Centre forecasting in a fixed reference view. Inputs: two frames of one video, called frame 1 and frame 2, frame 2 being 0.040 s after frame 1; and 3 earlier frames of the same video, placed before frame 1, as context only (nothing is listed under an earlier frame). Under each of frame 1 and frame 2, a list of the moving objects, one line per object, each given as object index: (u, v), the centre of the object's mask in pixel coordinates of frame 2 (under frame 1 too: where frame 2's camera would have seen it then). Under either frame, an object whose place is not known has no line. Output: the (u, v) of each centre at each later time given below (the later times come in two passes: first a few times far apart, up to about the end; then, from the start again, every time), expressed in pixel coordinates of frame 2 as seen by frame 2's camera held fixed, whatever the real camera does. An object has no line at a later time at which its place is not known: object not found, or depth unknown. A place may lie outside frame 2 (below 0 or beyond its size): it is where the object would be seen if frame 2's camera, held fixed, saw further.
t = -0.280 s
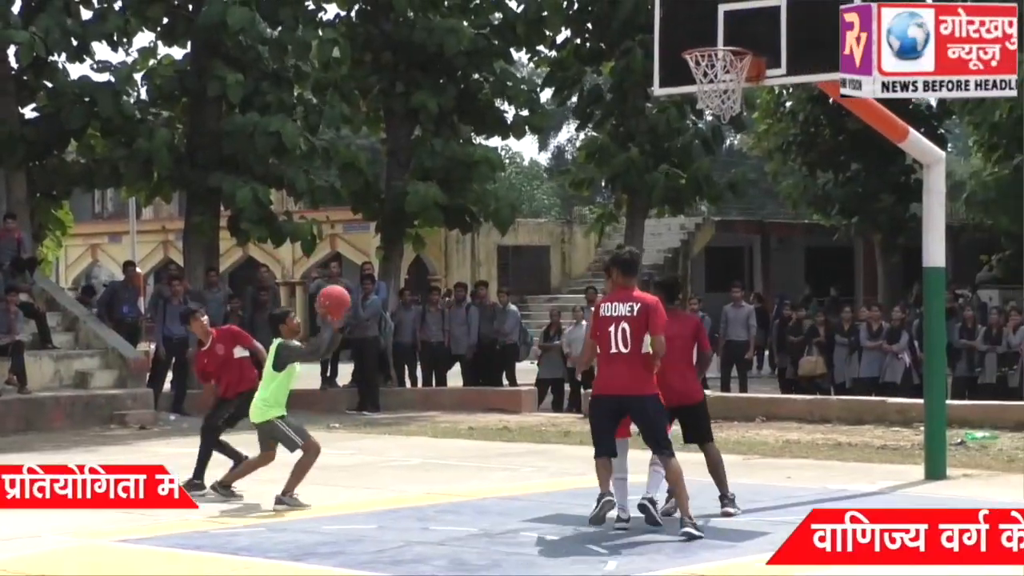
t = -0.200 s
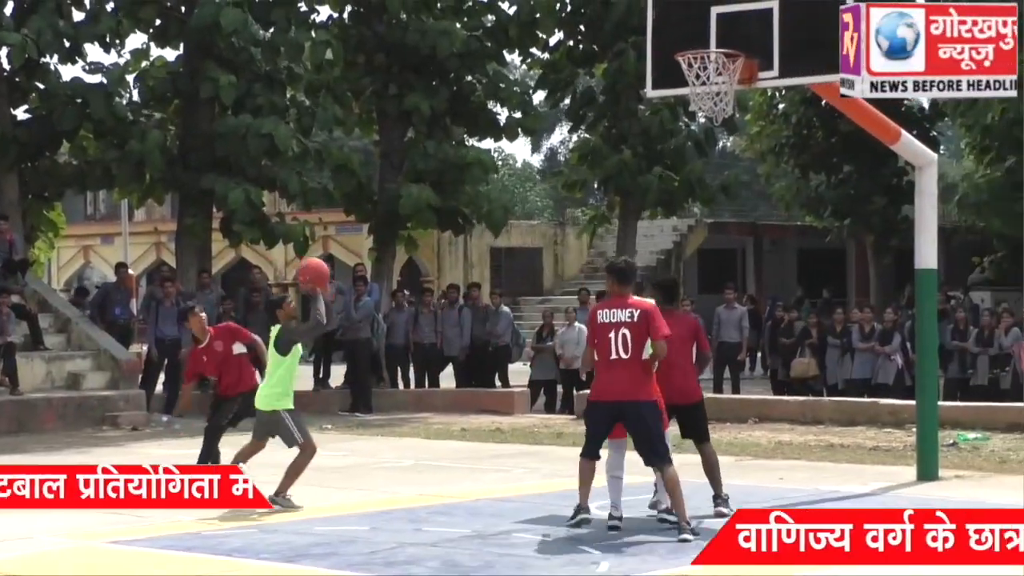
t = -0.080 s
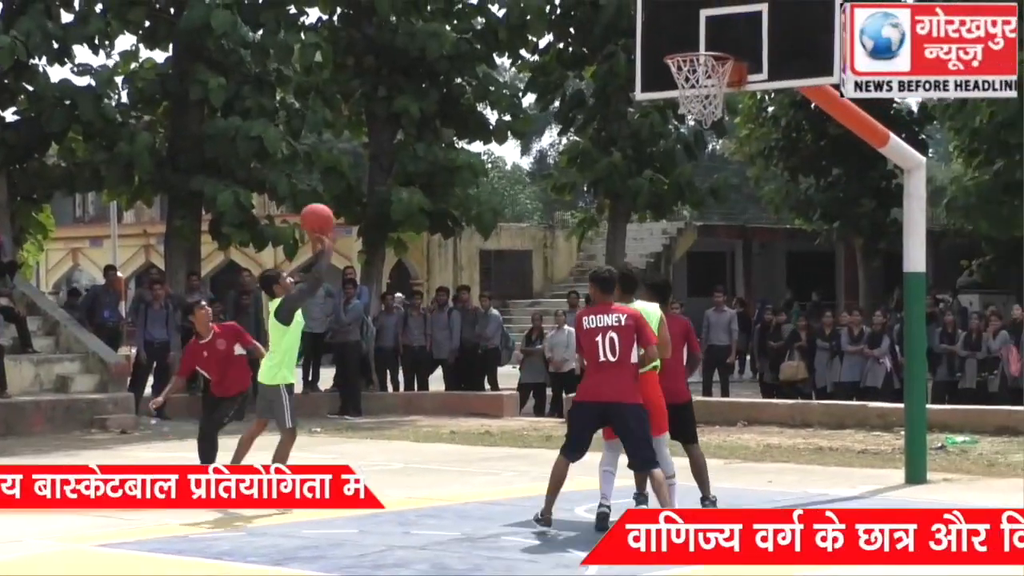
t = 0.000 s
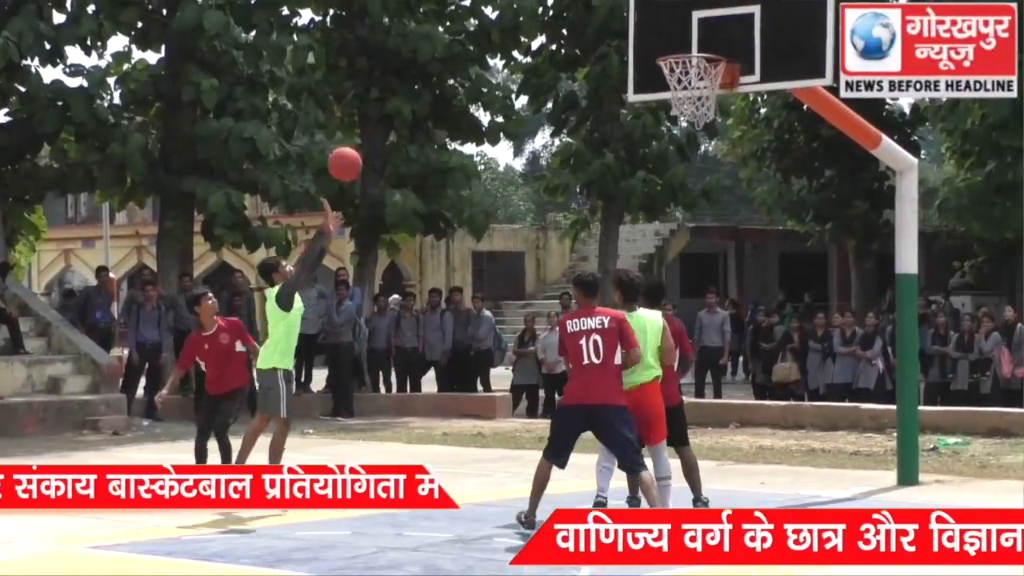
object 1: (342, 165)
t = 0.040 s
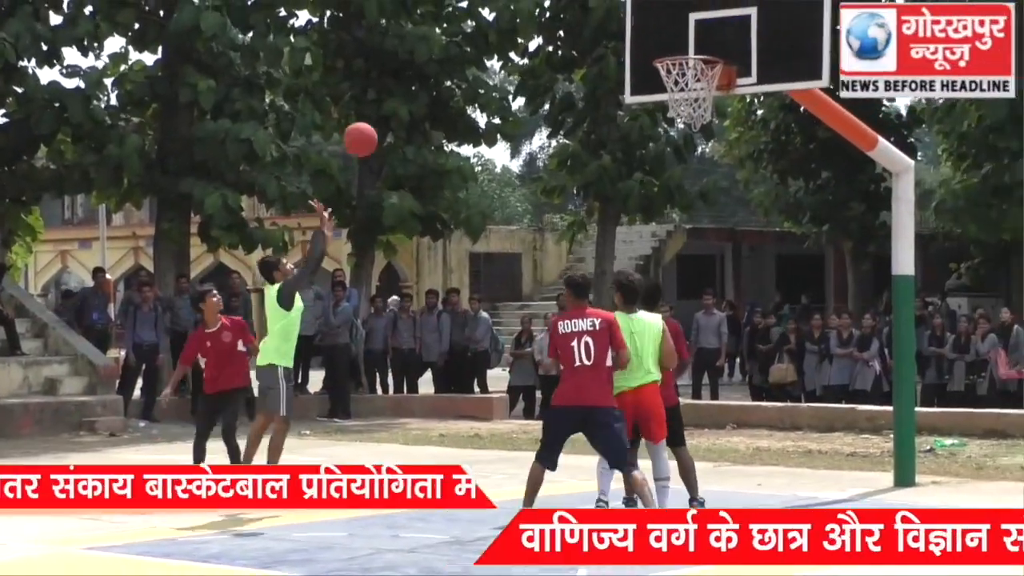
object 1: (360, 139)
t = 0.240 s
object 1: (453, 43)
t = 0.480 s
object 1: (564, 1)
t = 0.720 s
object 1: (674, 38)
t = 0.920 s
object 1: (670, 120)
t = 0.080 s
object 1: (379, 116)
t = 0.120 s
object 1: (398, 94)
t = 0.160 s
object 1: (416, 75)
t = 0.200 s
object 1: (434, 58)
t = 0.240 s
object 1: (453, 43)
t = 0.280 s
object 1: (471, 31)
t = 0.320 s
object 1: (489, 21)
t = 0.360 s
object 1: (509, 12)
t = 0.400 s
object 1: (527, 6)
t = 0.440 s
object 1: (545, 2)
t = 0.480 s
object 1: (564, 1)
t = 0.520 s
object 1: (582, 1)
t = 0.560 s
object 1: (601, 3)
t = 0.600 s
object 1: (619, 9)
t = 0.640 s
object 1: (638, 16)
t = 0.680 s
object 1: (656, 27)
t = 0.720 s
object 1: (674, 38)
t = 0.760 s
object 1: (693, 47)
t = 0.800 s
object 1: (707, 58)
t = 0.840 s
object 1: (689, 85)
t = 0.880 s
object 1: (677, 102)
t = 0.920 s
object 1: (670, 120)
